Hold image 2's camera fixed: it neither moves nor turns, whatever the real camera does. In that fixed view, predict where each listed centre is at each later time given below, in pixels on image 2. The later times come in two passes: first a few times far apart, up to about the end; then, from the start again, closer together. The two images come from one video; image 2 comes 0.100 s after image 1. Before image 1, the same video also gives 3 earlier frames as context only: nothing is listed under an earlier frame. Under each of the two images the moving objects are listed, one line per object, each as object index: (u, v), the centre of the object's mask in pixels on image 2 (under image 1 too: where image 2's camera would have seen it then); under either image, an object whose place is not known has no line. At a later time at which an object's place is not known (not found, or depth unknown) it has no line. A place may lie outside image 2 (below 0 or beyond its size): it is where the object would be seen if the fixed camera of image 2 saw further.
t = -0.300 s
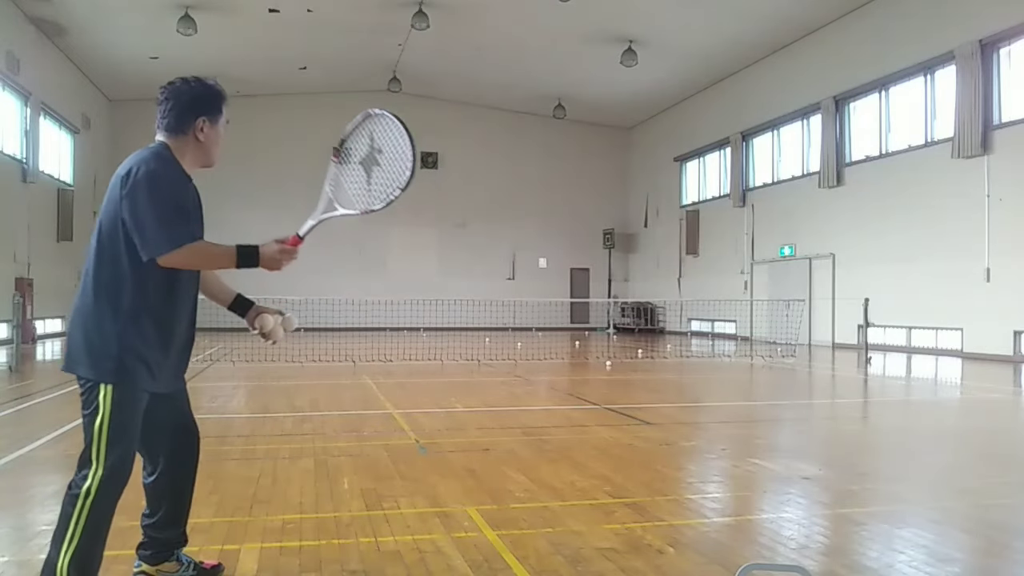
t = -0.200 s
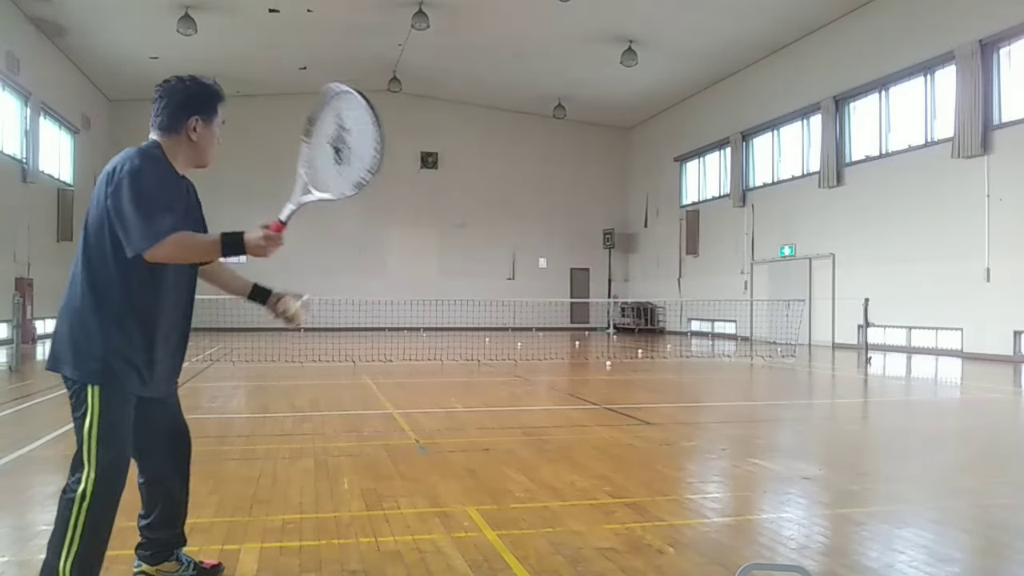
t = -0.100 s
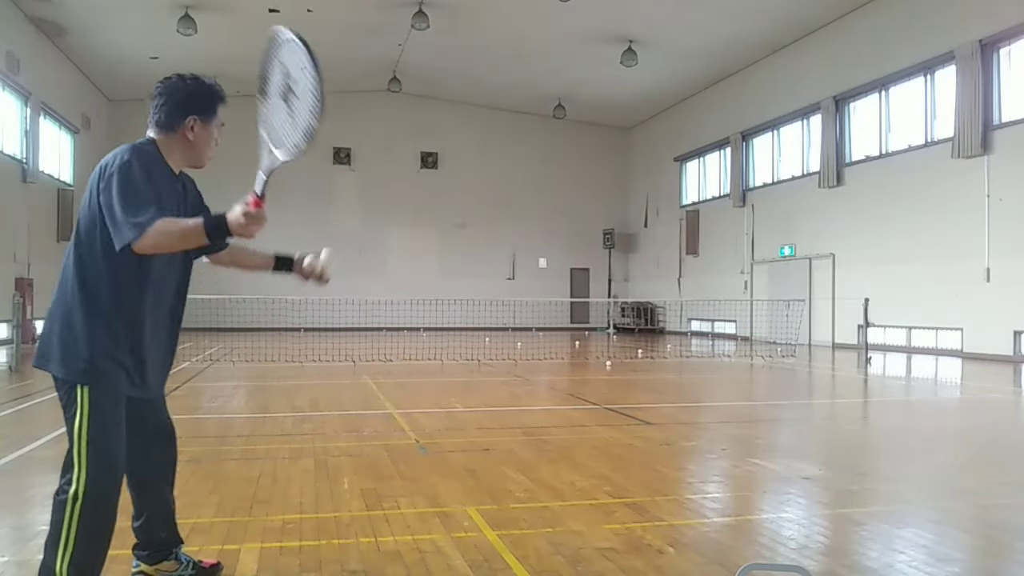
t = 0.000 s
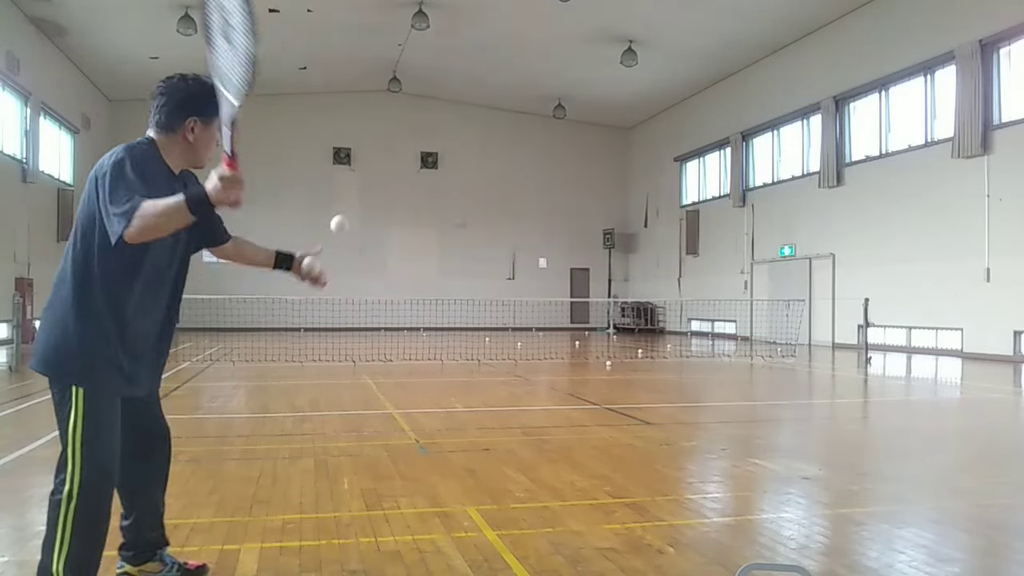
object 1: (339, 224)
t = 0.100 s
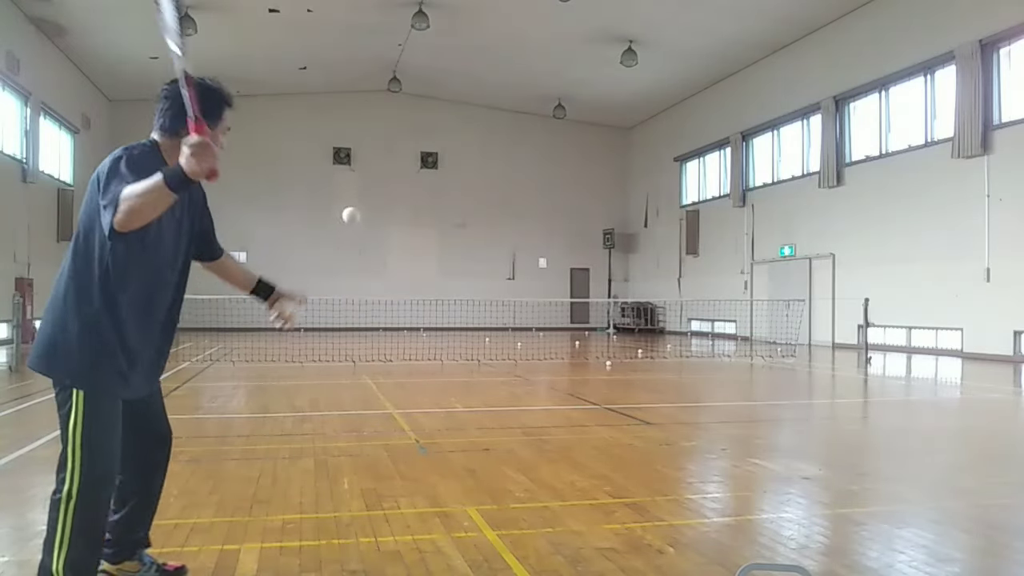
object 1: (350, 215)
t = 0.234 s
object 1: (364, 241)
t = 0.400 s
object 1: (379, 331)
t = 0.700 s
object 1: (403, 450)
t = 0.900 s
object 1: (411, 380)
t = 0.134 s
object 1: (354, 217)
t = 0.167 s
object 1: (358, 223)
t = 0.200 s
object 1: (361, 231)
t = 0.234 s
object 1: (364, 241)
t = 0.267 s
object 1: (368, 254)
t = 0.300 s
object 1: (371, 270)
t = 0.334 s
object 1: (373, 287)
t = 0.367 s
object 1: (377, 308)
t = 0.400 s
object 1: (379, 331)
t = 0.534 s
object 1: (393, 447)
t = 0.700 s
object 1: (403, 450)
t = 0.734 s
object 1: (403, 433)
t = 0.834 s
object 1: (408, 393)
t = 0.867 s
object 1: (409, 386)
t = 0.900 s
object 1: (411, 380)
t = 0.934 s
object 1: (413, 377)
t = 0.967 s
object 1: (414, 376)
